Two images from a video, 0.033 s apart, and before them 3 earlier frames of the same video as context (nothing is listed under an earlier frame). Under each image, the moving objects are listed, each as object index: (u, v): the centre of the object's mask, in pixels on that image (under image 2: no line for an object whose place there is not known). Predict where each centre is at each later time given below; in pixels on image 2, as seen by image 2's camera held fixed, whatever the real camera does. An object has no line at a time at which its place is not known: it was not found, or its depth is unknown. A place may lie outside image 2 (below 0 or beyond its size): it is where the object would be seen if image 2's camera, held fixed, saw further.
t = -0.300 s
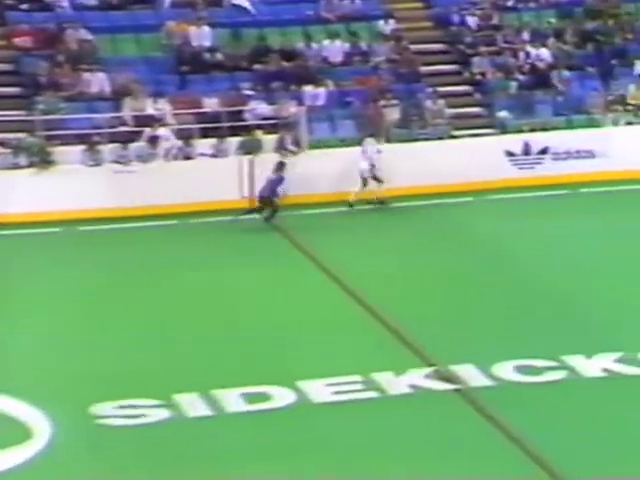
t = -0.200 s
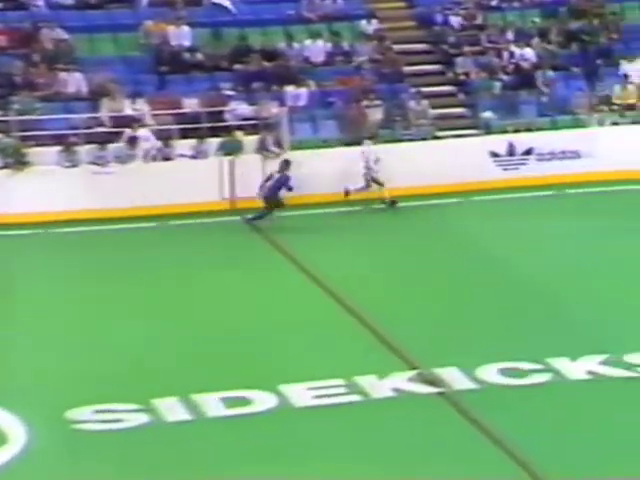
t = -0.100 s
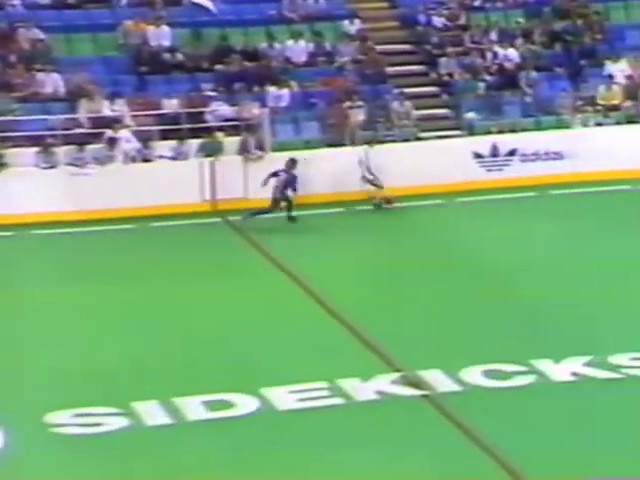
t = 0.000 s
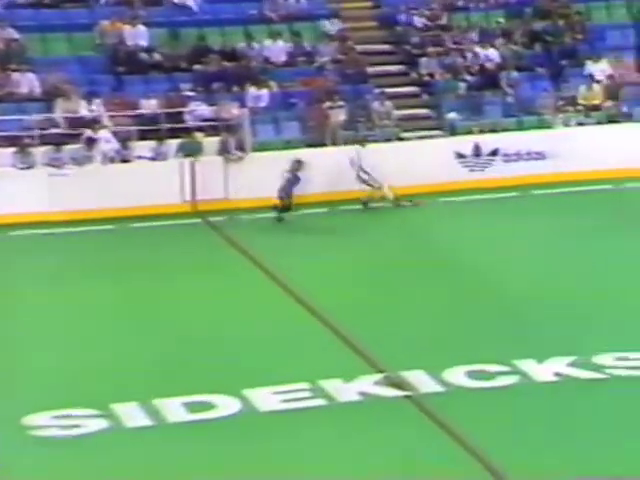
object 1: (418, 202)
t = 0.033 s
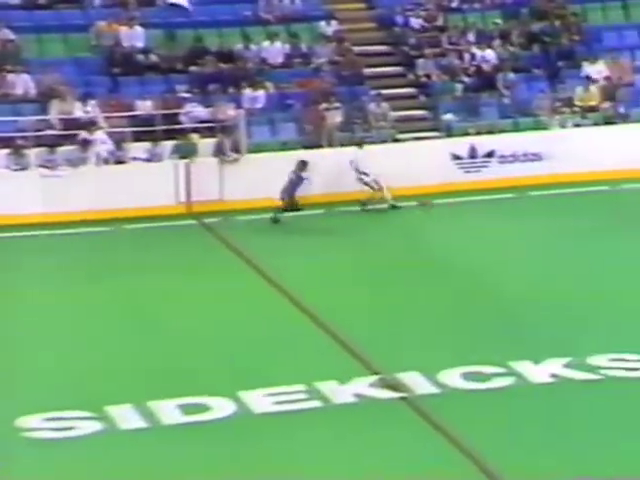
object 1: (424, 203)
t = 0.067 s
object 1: (438, 205)
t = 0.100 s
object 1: (455, 208)
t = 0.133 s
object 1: (470, 209)
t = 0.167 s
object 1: (485, 214)
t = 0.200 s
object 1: (503, 217)
